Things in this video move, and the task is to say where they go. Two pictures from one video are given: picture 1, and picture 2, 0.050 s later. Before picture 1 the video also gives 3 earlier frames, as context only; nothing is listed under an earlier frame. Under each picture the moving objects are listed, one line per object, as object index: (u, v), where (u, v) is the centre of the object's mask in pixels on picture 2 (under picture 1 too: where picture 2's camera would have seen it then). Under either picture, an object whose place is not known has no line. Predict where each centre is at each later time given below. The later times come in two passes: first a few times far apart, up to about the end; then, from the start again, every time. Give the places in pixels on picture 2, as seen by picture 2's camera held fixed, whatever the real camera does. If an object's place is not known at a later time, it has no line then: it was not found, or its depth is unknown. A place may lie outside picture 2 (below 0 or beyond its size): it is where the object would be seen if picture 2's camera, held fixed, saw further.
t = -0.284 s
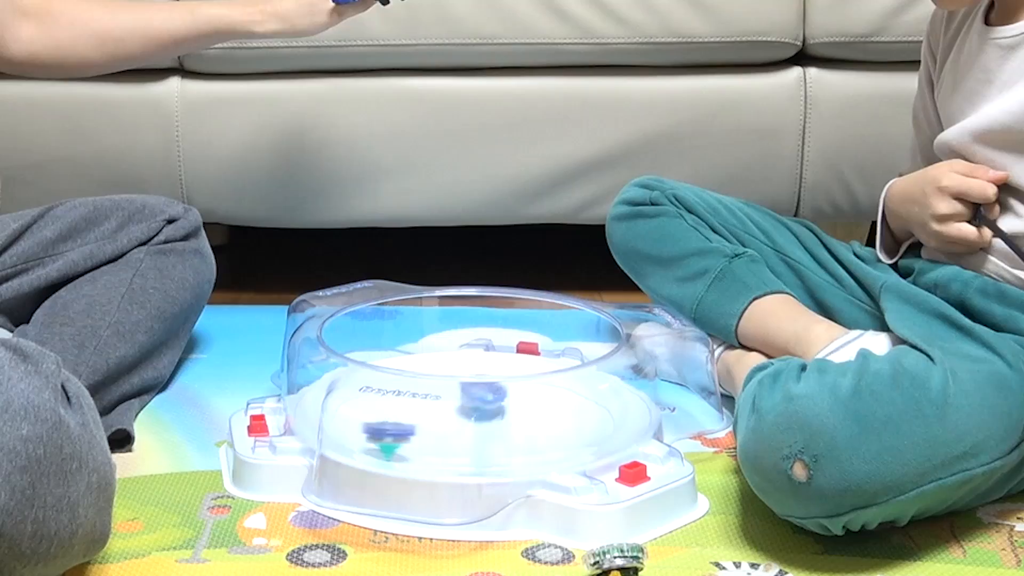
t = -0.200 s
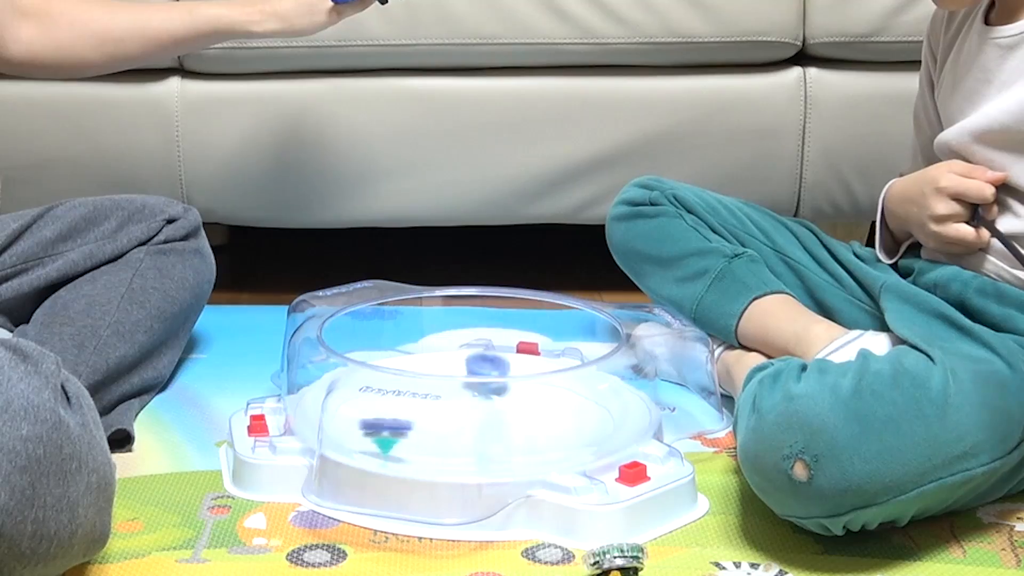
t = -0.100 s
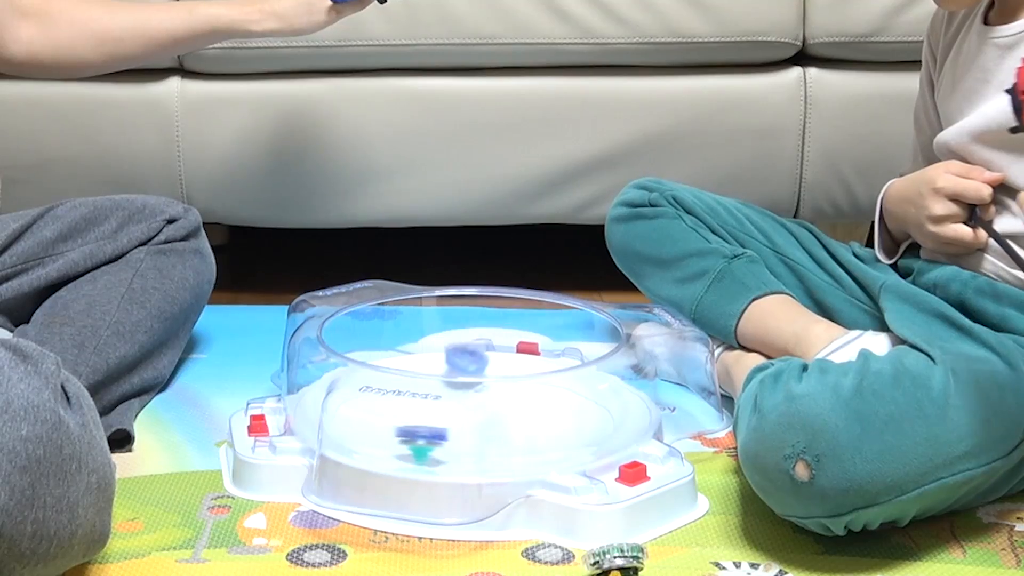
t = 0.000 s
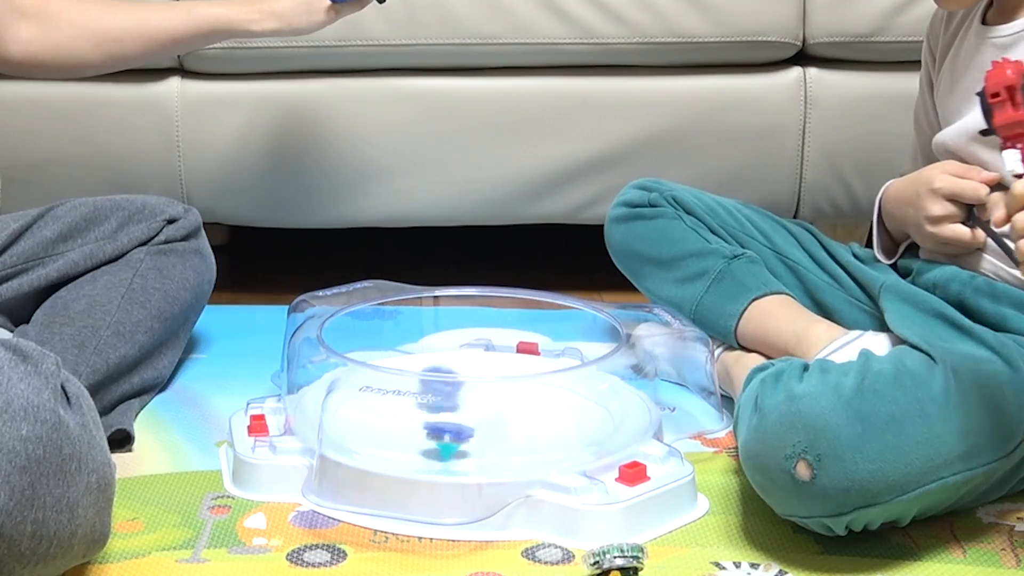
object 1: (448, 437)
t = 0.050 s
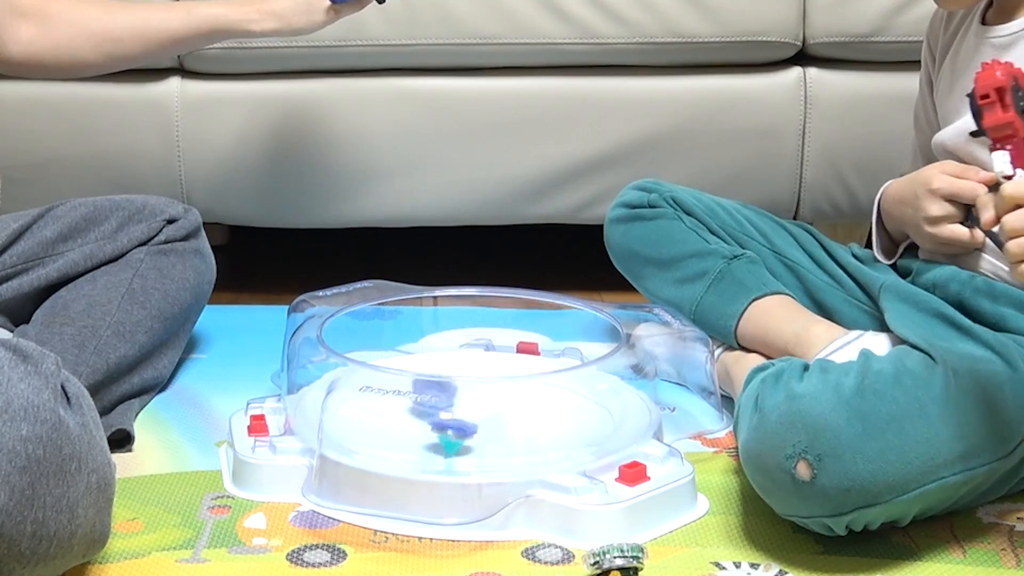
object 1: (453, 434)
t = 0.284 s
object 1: (466, 445)
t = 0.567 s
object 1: (419, 439)
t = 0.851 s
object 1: (504, 432)
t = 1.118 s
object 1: (356, 417)
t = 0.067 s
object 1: (453, 432)
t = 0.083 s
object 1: (453, 431)
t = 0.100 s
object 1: (453, 431)
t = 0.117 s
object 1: (455, 430)
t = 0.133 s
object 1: (455, 430)
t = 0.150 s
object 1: (455, 433)
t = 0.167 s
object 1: (456, 437)
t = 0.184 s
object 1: (457, 438)
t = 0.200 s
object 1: (458, 441)
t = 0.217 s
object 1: (460, 442)
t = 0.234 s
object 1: (462, 443)
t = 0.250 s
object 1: (463, 444)
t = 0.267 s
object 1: (465, 444)
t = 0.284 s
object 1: (466, 445)
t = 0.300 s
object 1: (468, 444)
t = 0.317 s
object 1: (469, 444)
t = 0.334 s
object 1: (470, 443)
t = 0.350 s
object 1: (472, 442)
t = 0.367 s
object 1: (473, 441)
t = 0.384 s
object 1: (472, 439)
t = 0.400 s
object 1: (470, 436)
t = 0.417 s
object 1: (468, 435)
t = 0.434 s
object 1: (465, 432)
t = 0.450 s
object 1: (458, 431)
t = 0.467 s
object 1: (452, 432)
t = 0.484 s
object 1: (444, 435)
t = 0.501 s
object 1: (435, 437)
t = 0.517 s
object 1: (428, 435)
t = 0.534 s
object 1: (423, 436)
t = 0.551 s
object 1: (420, 437)
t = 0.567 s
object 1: (419, 439)
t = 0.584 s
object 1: (419, 440)
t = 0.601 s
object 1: (422, 441)
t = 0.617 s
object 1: (426, 443)
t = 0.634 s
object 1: (434, 445)
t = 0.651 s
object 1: (440, 445)
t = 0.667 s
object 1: (449, 446)
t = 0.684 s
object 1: (460, 447)
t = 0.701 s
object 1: (470, 447)
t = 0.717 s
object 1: (481, 447)
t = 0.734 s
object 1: (490, 447)
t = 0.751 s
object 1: (497, 445)
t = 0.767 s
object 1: (503, 443)
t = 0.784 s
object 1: (506, 441)
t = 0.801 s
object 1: (509, 439)
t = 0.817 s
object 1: (509, 437)
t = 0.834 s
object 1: (507, 434)
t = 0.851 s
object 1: (504, 432)
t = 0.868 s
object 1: (499, 430)
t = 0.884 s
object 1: (493, 429)
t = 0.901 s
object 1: (486, 425)
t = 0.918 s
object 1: (477, 424)
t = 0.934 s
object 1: (470, 423)
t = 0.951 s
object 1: (458, 422)
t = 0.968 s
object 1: (444, 422)
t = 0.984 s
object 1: (431, 420)
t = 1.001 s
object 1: (419, 419)
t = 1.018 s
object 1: (408, 418)
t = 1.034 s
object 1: (398, 417)
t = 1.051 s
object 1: (388, 417)
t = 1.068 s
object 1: (379, 416)
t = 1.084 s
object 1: (370, 416)
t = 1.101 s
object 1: (363, 416)
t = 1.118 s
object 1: (356, 417)
